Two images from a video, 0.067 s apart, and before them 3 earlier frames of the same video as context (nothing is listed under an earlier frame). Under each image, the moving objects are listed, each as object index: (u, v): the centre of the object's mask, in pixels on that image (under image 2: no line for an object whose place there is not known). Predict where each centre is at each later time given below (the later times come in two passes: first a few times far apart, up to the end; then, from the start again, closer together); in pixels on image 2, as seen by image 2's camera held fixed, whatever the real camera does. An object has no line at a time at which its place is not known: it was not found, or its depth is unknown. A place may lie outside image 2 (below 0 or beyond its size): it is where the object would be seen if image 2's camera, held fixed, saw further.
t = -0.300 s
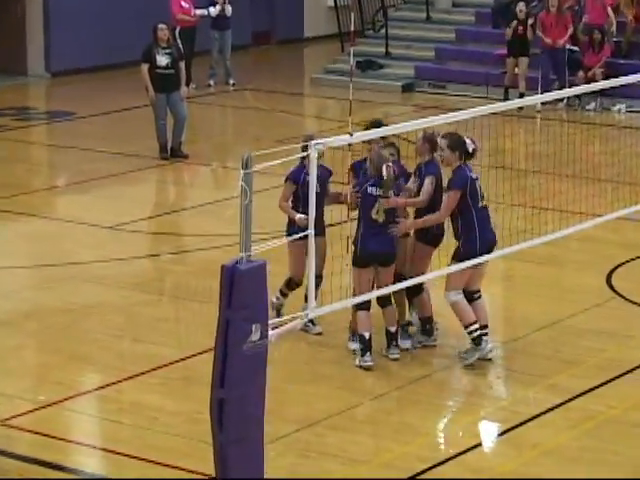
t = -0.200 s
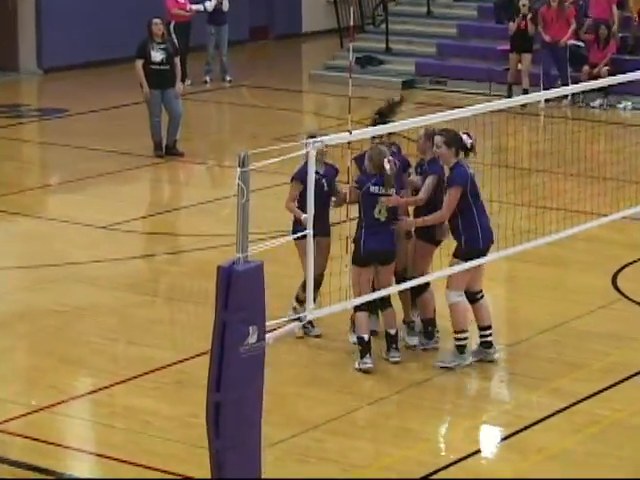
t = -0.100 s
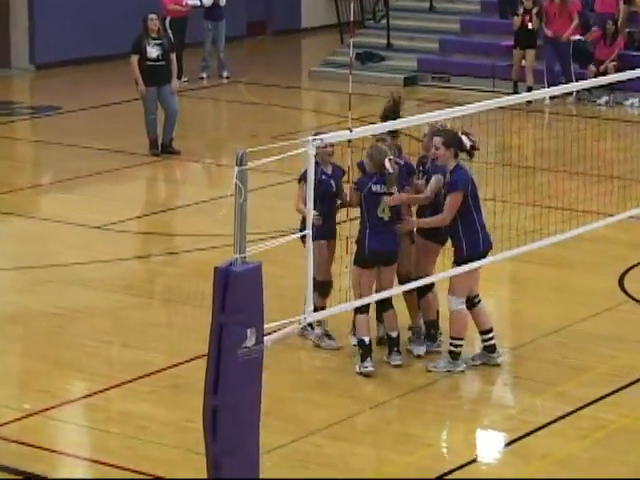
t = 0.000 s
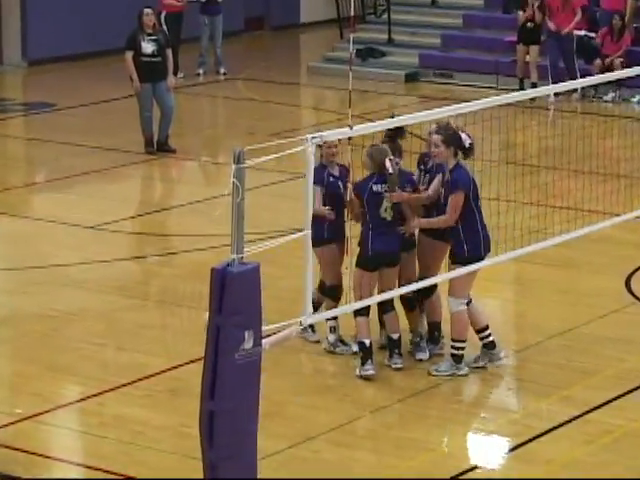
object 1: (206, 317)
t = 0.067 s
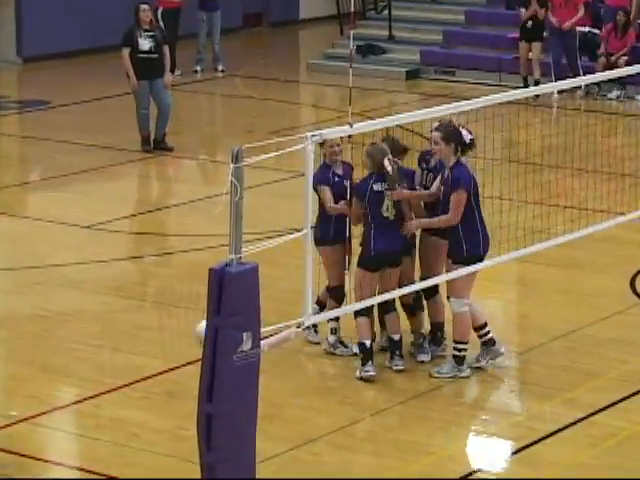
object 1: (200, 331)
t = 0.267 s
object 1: (188, 364)
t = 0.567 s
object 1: (159, 315)
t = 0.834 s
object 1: (129, 343)
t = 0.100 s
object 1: (199, 337)
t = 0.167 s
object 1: (194, 362)
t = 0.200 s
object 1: (192, 376)
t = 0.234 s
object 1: (191, 379)
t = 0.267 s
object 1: (188, 364)
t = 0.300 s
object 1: (186, 352)
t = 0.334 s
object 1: (181, 342)
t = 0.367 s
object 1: (179, 334)
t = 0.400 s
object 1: (175, 327)
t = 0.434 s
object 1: (172, 322)
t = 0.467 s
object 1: (169, 317)
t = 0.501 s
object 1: (165, 315)
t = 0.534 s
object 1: (162, 312)
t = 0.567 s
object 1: (159, 315)
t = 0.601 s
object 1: (156, 316)
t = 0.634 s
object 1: (151, 319)
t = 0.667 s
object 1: (148, 324)
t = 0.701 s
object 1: (145, 330)
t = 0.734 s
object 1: (141, 337)
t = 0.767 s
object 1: (135, 346)
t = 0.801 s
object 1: (133, 355)
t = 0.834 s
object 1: (129, 343)
